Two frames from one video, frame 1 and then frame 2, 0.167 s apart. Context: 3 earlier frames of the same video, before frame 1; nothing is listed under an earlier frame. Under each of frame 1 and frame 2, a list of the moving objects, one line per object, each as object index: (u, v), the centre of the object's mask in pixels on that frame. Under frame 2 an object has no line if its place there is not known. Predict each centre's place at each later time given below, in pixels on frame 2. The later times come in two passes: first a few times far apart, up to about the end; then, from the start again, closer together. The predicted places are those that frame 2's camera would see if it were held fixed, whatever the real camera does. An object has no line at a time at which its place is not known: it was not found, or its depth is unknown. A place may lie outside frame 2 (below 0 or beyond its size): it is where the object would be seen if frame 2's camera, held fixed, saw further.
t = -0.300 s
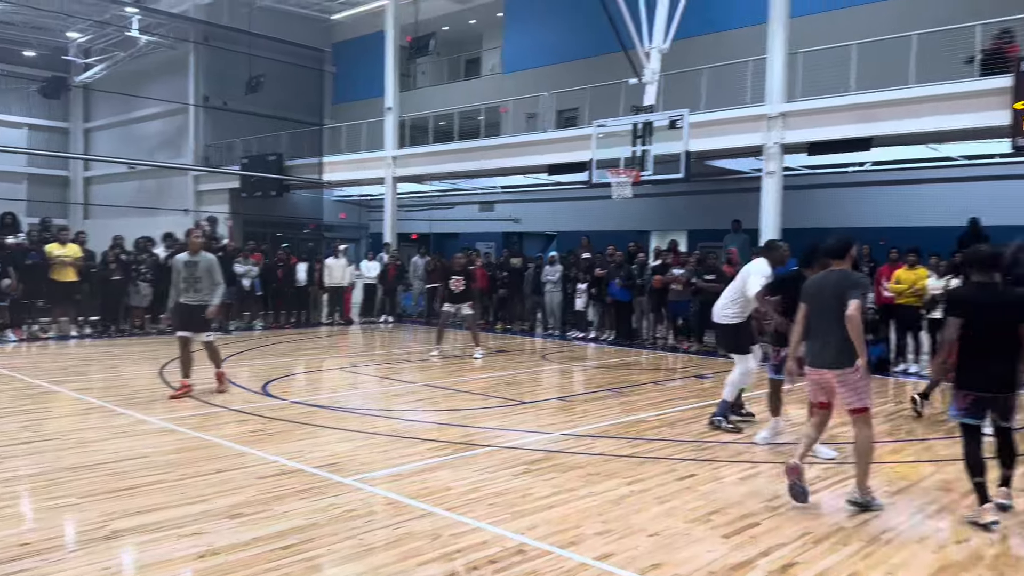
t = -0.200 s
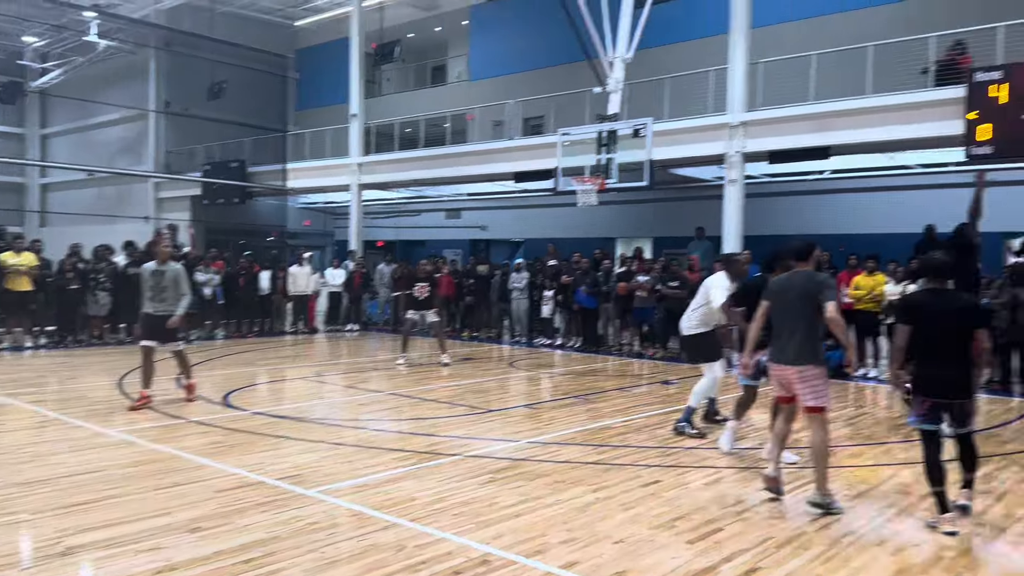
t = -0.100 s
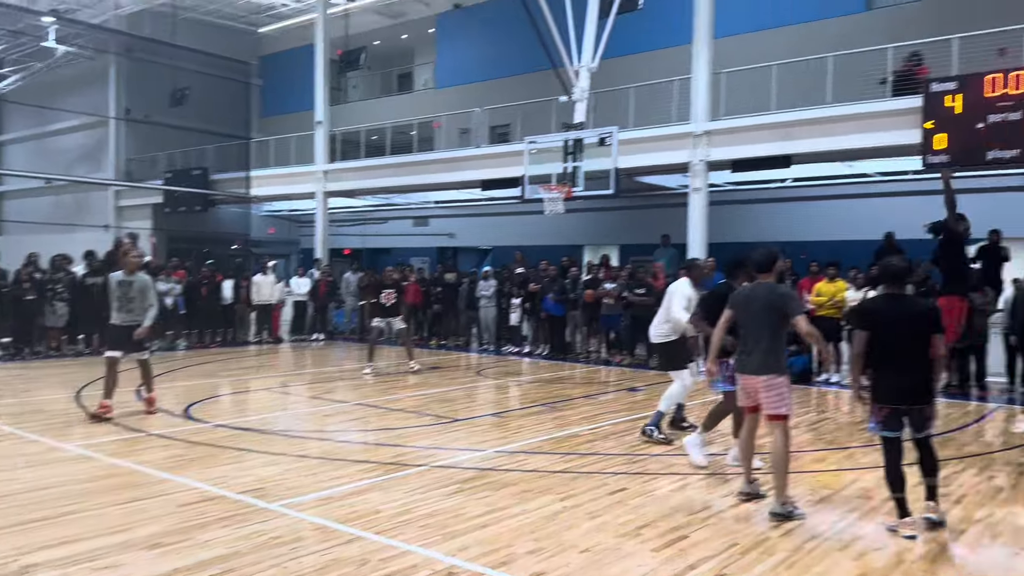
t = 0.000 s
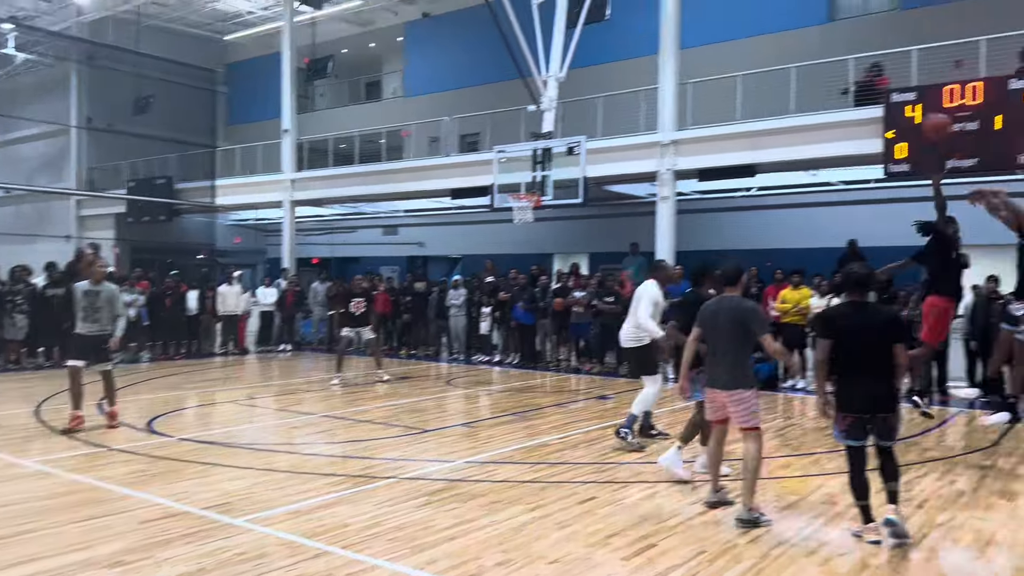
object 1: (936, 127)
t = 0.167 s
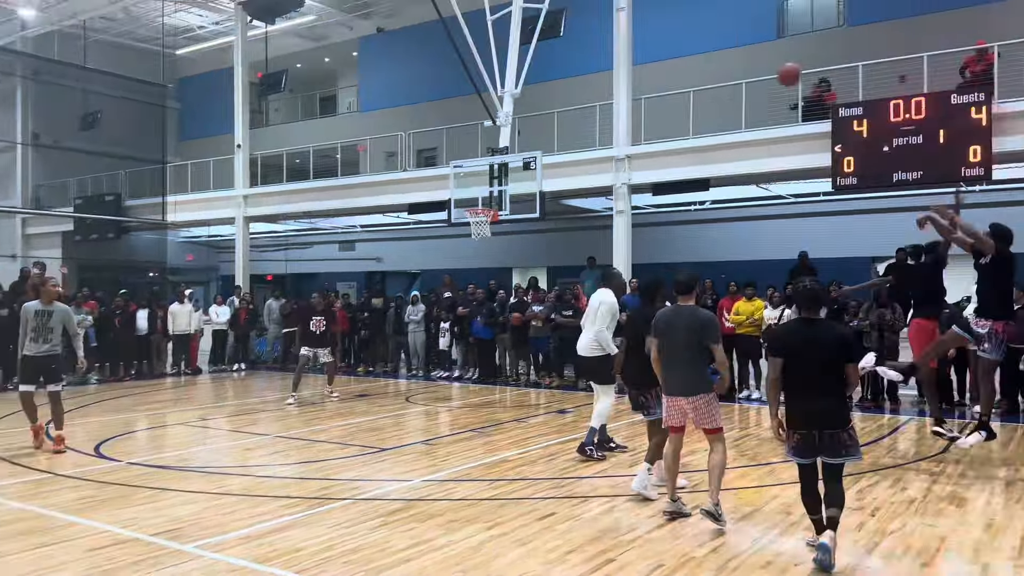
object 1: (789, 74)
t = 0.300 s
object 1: (726, 49)
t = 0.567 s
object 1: (630, 47)
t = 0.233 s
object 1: (757, 59)
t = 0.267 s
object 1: (741, 54)
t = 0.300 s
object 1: (726, 49)
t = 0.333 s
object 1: (712, 46)
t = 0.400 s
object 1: (686, 42)
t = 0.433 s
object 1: (674, 41)
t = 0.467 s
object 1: (662, 41)
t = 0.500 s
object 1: (651, 42)
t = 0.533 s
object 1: (640, 44)
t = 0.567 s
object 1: (630, 47)
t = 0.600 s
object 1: (620, 51)
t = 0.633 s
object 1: (611, 54)
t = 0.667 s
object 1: (603, 59)
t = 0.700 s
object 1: (594, 64)
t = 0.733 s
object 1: (585, 70)
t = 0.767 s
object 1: (577, 77)
